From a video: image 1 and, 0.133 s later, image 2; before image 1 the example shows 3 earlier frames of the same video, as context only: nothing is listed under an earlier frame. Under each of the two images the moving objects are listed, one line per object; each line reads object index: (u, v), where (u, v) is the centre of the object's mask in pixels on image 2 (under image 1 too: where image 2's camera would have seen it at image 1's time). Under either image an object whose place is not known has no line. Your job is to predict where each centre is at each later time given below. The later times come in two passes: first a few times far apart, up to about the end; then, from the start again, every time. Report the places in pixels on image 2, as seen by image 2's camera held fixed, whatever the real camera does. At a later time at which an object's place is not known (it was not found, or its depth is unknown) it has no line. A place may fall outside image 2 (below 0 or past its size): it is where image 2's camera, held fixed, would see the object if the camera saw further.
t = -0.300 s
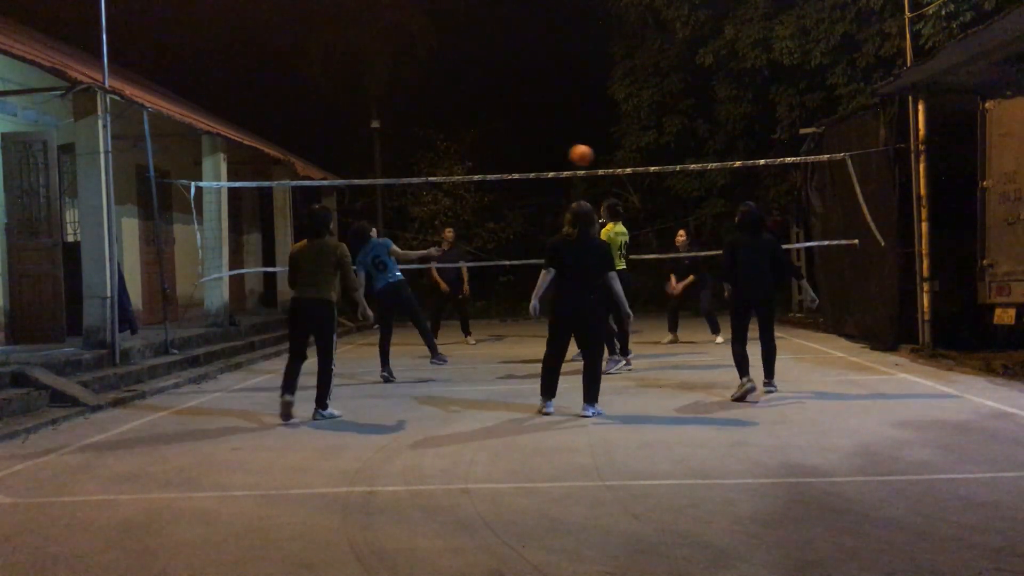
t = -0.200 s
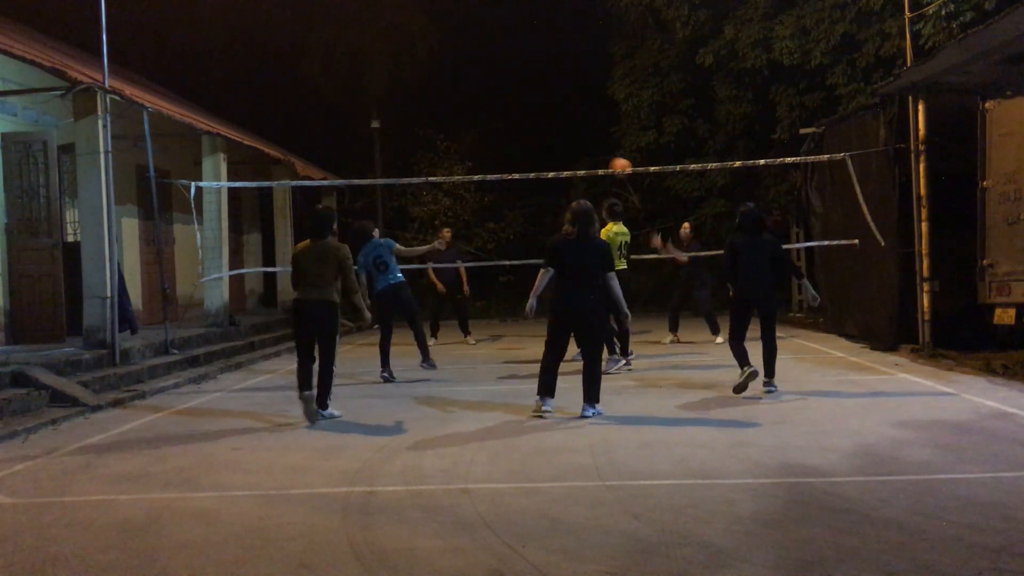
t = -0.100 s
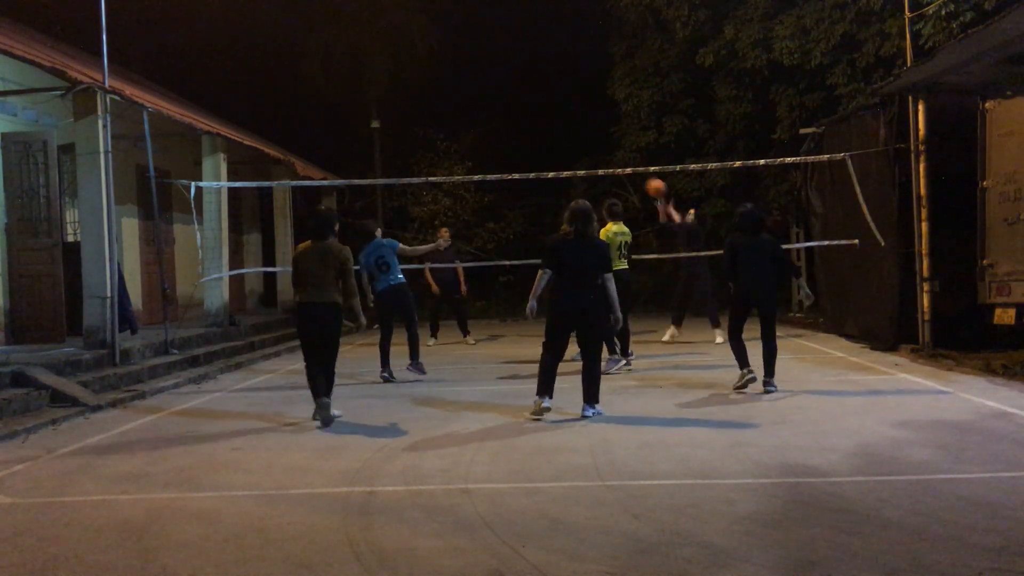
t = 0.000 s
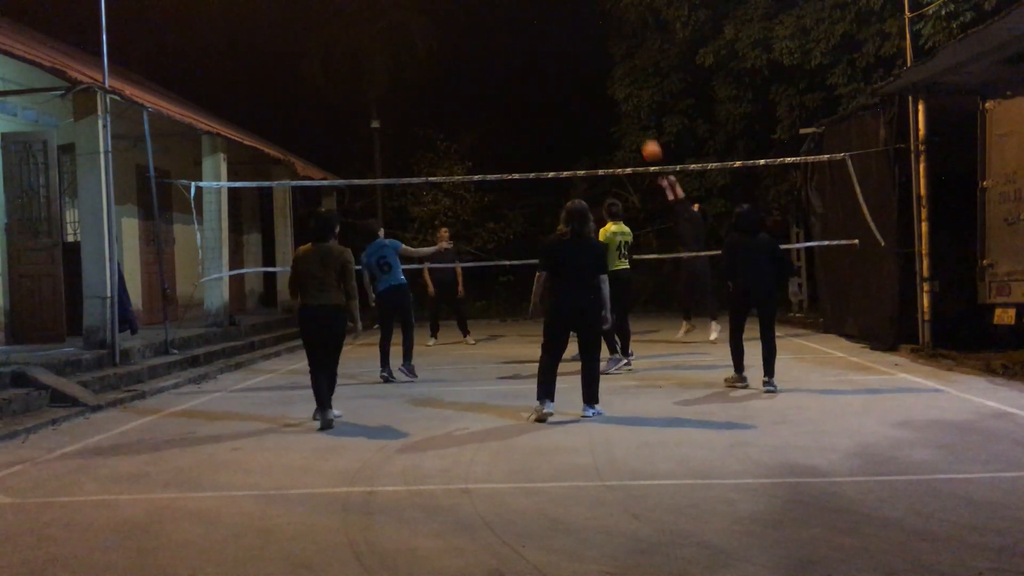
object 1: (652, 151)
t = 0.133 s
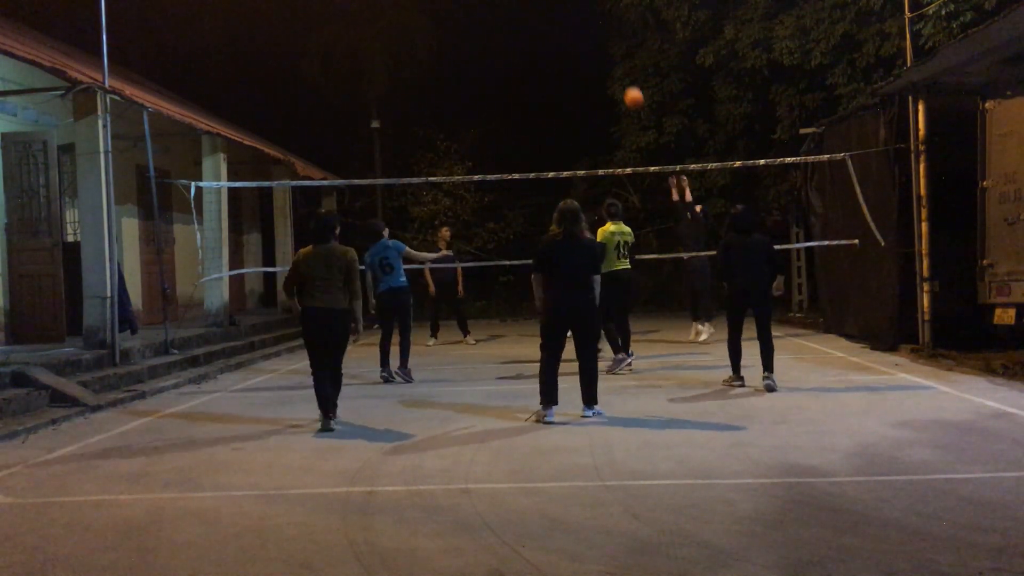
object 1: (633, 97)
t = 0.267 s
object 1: (617, 60)
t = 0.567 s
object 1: (579, 27)
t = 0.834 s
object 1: (548, 56)
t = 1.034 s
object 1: (526, 114)
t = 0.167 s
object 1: (629, 86)
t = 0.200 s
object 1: (625, 76)
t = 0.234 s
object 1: (621, 68)
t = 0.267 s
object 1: (617, 60)
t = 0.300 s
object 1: (612, 53)
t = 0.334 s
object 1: (608, 47)
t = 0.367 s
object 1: (603, 42)
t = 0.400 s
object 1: (599, 37)
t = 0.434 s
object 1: (595, 33)
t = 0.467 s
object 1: (590, 30)
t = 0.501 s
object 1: (586, 28)
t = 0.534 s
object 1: (582, 27)
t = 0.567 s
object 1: (579, 27)
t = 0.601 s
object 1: (575, 28)
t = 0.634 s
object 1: (571, 29)
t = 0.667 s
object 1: (567, 32)
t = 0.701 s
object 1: (562, 36)
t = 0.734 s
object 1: (559, 39)
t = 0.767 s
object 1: (555, 44)
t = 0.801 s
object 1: (551, 50)
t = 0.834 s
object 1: (548, 56)
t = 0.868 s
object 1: (544, 64)
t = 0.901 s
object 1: (540, 72)
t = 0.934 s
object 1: (537, 81)
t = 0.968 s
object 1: (534, 92)
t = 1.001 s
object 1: (530, 103)
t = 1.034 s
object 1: (526, 114)
